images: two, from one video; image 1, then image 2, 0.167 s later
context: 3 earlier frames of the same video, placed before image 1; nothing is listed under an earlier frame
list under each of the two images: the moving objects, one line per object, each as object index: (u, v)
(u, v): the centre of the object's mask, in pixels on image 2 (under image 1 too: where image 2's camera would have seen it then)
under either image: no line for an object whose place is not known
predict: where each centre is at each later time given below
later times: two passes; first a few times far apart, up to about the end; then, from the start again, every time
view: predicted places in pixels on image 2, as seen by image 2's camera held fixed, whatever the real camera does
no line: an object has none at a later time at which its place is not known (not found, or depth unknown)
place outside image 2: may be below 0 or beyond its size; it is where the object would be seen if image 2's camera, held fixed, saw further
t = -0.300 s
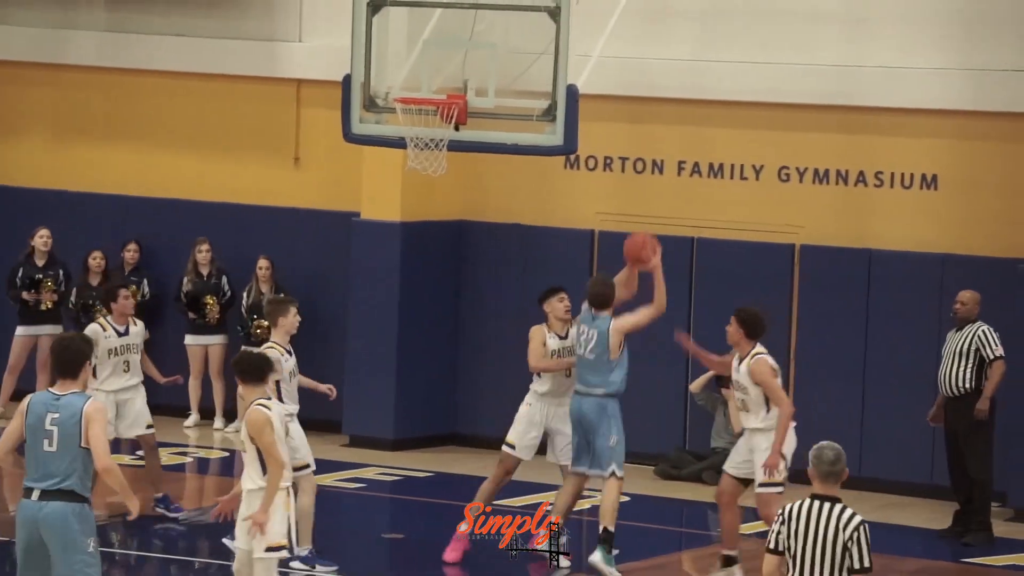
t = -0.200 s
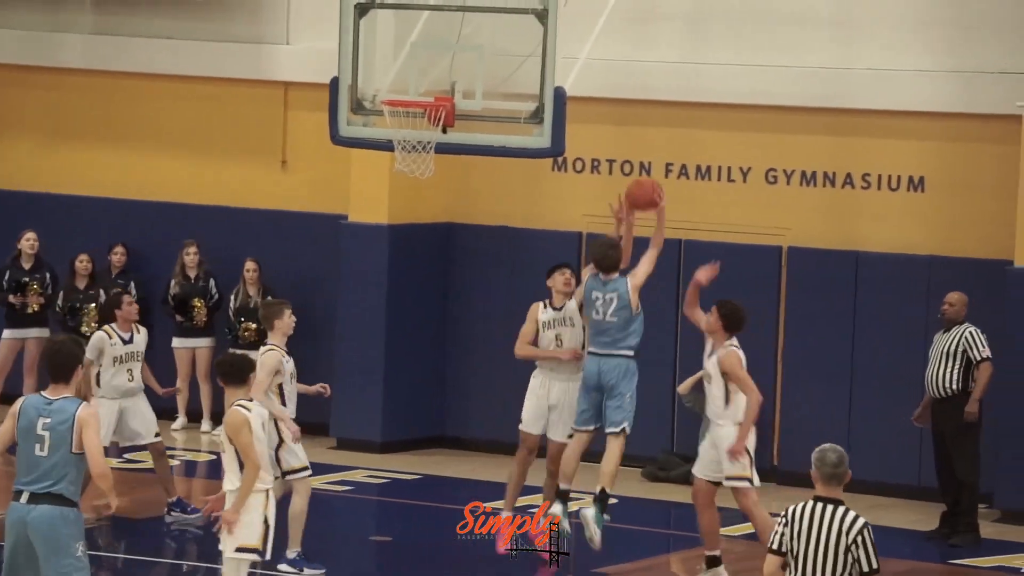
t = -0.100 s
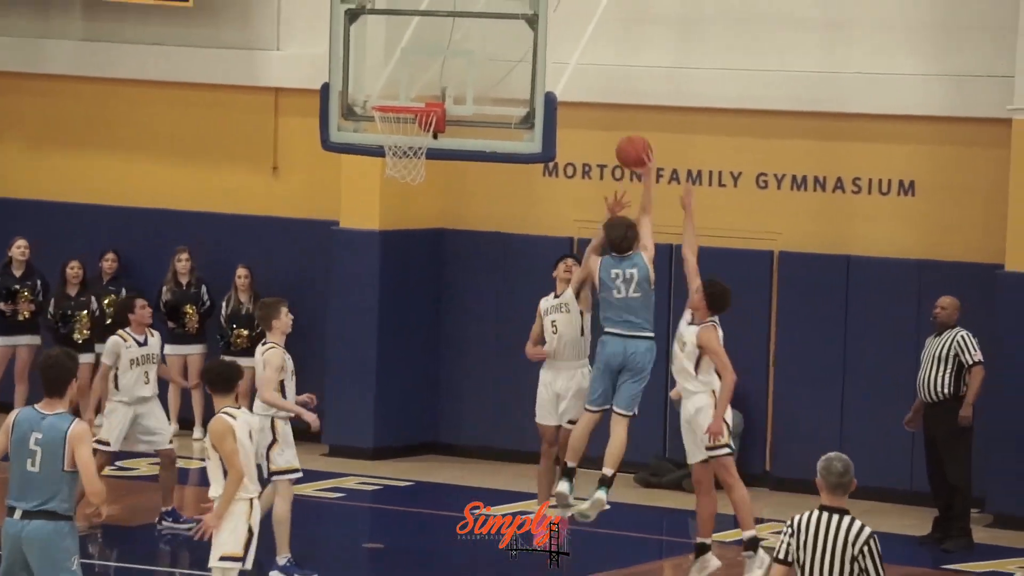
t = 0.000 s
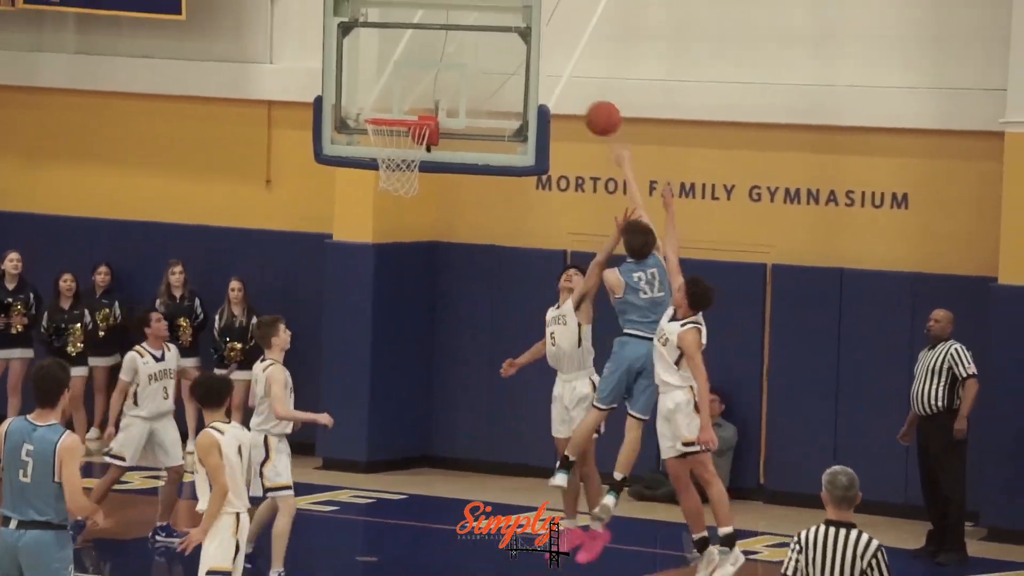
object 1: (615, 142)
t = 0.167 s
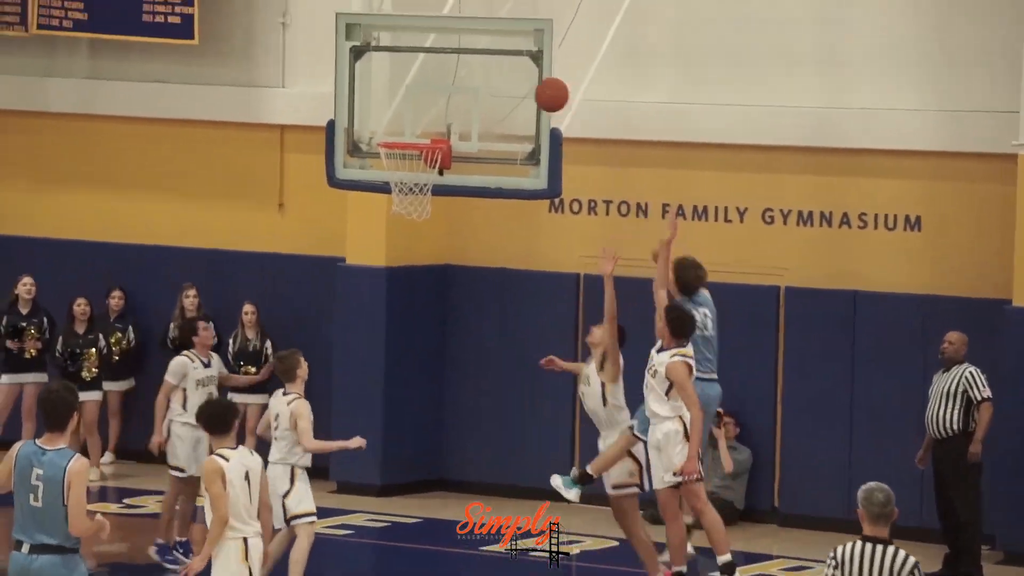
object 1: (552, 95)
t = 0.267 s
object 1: (514, 87)
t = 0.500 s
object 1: (422, 119)
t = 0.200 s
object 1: (539, 91)
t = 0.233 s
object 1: (527, 88)
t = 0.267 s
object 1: (514, 87)
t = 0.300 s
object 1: (502, 87)
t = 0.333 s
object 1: (490, 89)
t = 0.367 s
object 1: (477, 92)
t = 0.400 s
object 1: (464, 97)
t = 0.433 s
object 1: (450, 103)
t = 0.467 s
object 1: (436, 110)
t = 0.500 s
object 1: (422, 119)
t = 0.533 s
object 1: (408, 129)
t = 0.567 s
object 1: (395, 136)
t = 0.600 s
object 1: (404, 148)
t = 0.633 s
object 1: (412, 160)
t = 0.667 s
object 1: (426, 166)
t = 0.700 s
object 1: (435, 166)
